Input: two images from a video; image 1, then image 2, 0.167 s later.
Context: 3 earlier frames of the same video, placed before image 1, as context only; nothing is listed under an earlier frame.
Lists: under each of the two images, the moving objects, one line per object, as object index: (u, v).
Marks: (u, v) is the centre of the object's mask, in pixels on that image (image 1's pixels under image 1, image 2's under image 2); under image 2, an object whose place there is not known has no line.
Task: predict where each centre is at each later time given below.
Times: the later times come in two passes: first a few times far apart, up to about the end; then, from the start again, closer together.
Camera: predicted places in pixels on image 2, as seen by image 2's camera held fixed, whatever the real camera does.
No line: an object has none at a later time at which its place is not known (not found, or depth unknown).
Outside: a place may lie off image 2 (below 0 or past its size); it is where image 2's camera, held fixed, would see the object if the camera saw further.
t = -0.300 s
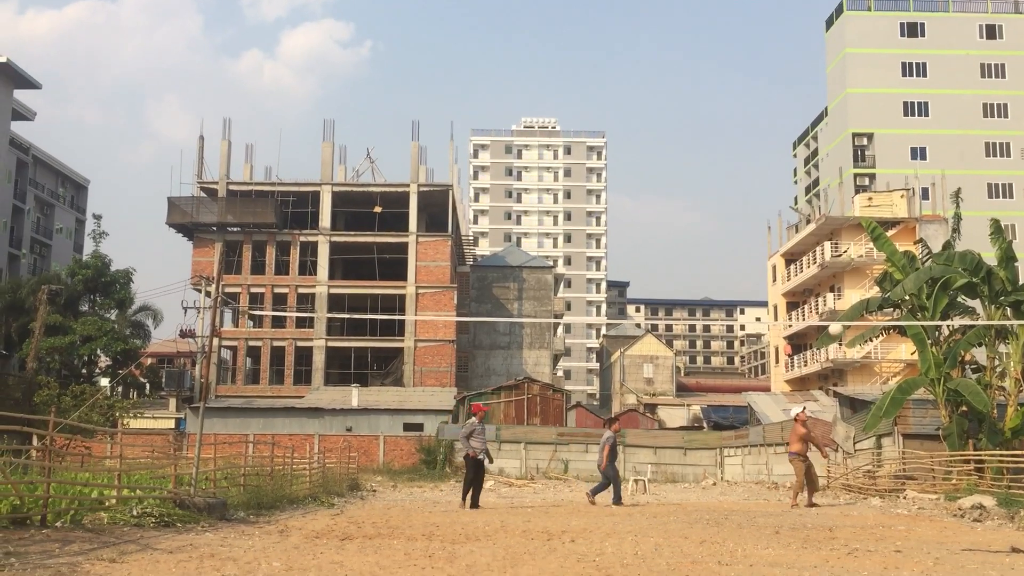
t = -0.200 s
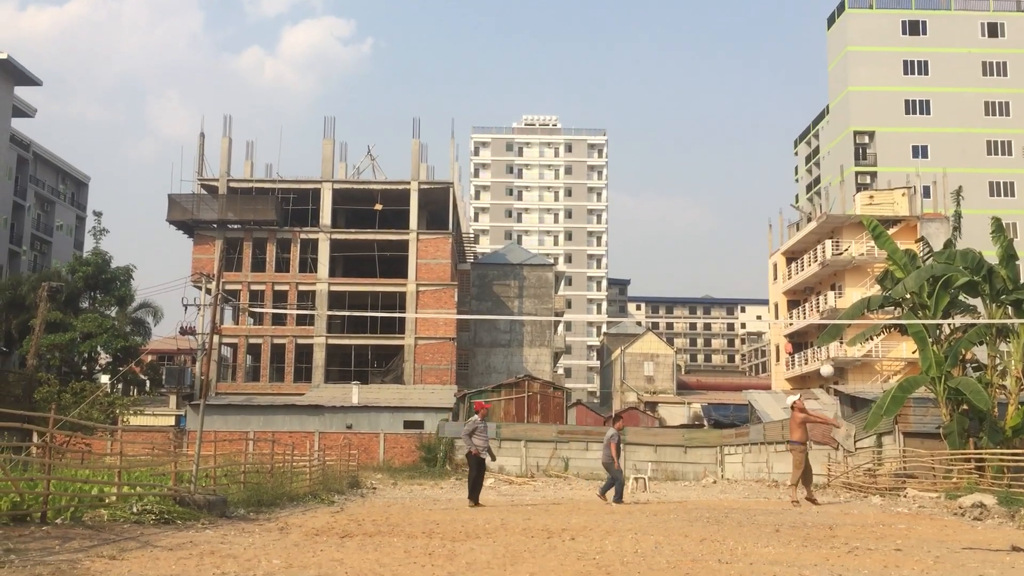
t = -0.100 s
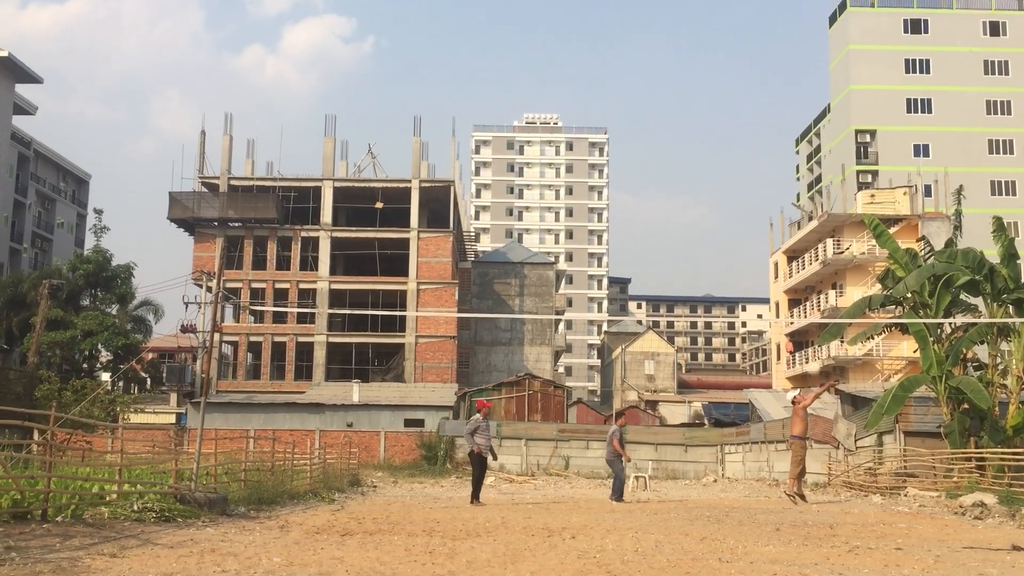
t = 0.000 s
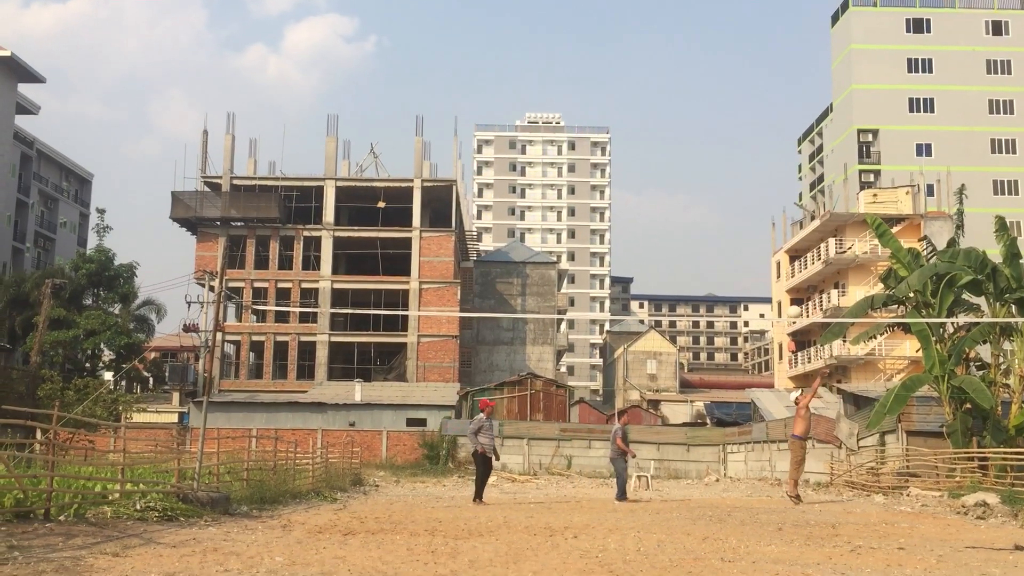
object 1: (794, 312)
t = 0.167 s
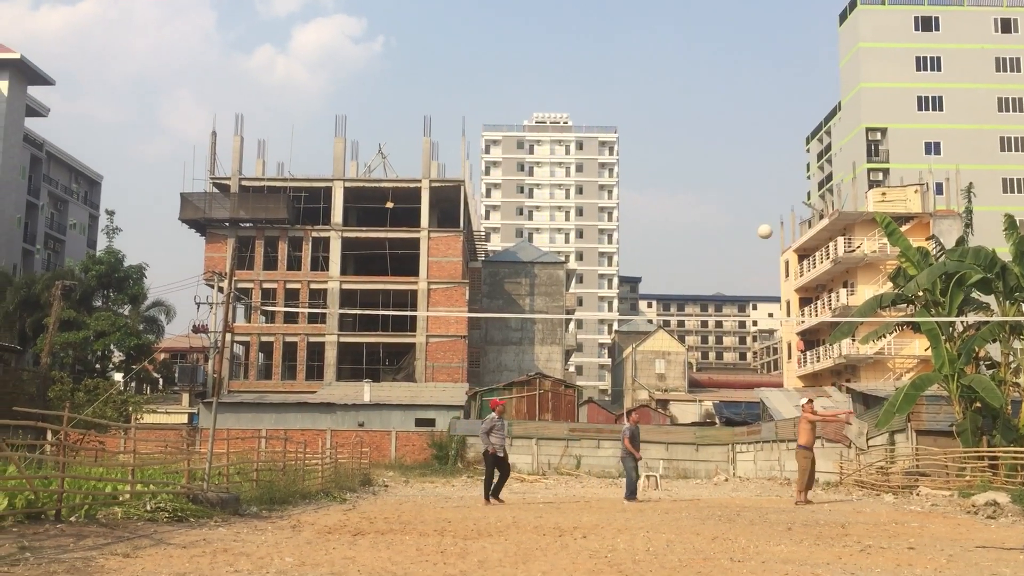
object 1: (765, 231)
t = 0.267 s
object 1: (741, 191)
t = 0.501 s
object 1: (683, 119)
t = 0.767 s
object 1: (609, 81)
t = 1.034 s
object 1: (524, 93)
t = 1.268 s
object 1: (436, 152)
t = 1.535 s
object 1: (314, 289)
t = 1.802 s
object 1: (160, 510)
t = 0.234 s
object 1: (749, 203)
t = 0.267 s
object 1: (741, 191)
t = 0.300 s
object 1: (733, 178)
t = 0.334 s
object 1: (725, 167)
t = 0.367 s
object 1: (717, 156)
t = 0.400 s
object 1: (709, 146)
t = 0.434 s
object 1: (700, 137)
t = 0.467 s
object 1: (692, 127)
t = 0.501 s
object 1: (683, 119)
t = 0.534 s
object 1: (674, 112)
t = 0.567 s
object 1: (666, 105)
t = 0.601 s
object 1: (656, 99)
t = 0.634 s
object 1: (647, 94)
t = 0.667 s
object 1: (638, 89)
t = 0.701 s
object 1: (629, 86)
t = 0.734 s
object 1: (619, 83)
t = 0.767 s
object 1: (609, 81)
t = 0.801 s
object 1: (600, 79)
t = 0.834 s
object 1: (589, 79)
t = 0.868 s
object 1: (579, 79)
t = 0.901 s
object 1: (569, 80)
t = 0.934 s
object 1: (558, 82)
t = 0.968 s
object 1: (547, 85)
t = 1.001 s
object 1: (536, 88)
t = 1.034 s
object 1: (524, 93)
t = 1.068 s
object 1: (512, 98)
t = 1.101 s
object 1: (500, 105)
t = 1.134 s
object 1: (488, 112)
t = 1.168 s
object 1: (475, 120)
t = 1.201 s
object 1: (462, 129)
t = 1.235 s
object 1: (449, 140)
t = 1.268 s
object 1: (436, 152)
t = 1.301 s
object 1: (422, 164)
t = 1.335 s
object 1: (408, 178)
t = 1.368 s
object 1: (393, 194)
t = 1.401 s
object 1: (378, 210)
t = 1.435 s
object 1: (363, 228)
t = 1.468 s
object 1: (347, 247)
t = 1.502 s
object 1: (330, 267)
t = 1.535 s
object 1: (314, 289)
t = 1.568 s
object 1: (296, 312)
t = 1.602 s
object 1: (279, 337)
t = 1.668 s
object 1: (242, 391)
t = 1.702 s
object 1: (220, 421)
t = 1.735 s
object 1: (199, 453)
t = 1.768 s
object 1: (178, 487)
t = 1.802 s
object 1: (160, 510)
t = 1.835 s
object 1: (154, 480)
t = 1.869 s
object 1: (149, 452)
